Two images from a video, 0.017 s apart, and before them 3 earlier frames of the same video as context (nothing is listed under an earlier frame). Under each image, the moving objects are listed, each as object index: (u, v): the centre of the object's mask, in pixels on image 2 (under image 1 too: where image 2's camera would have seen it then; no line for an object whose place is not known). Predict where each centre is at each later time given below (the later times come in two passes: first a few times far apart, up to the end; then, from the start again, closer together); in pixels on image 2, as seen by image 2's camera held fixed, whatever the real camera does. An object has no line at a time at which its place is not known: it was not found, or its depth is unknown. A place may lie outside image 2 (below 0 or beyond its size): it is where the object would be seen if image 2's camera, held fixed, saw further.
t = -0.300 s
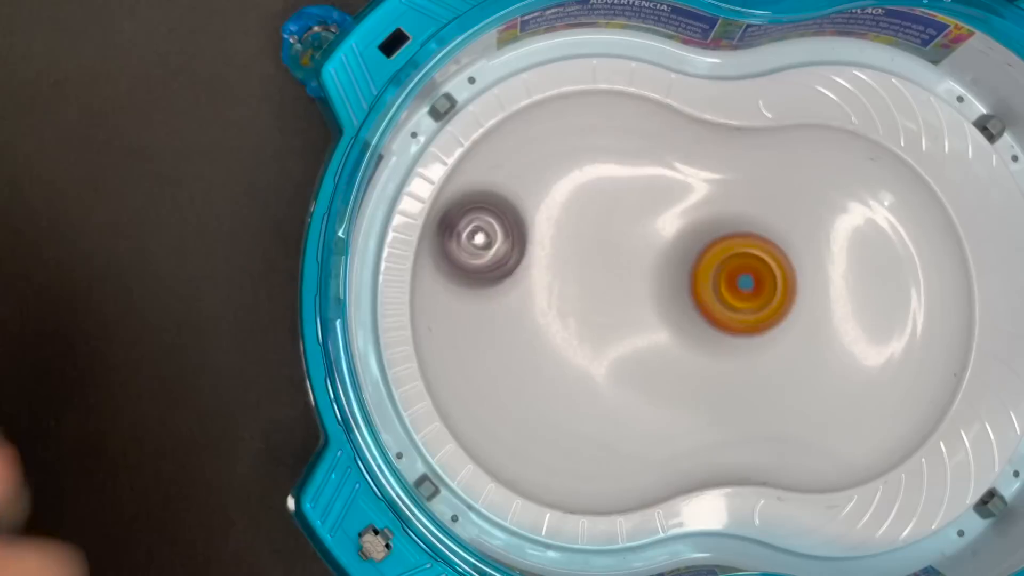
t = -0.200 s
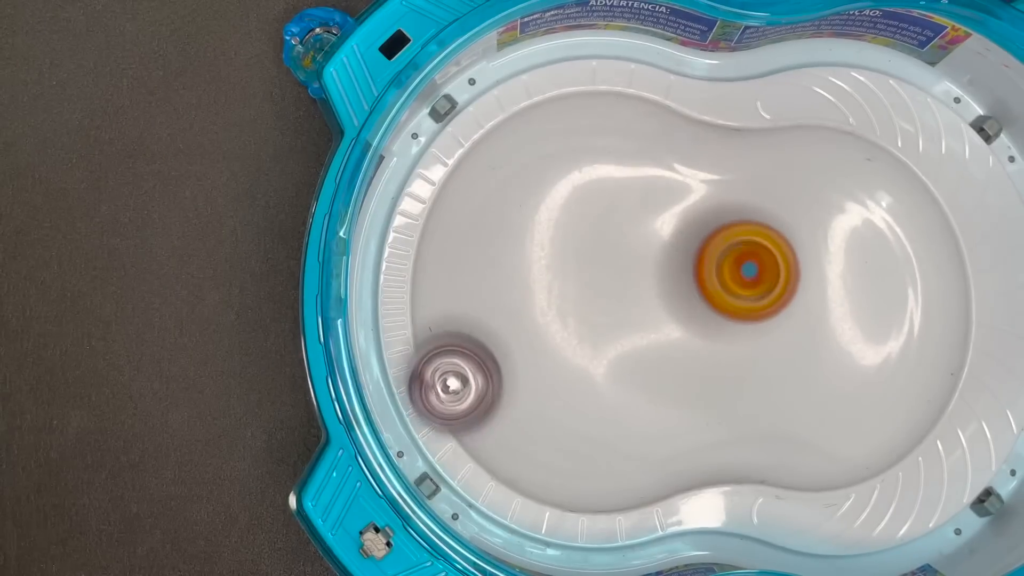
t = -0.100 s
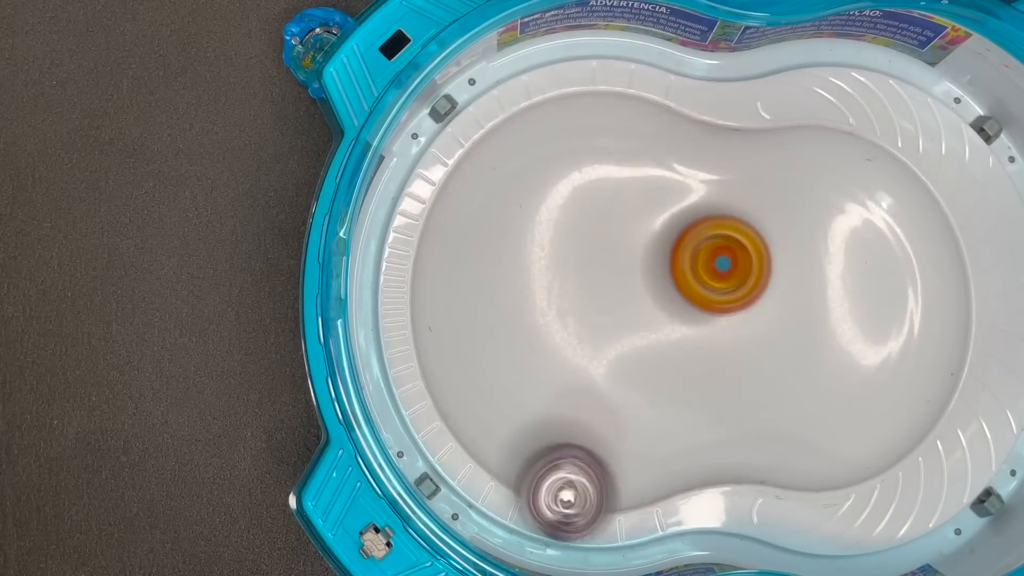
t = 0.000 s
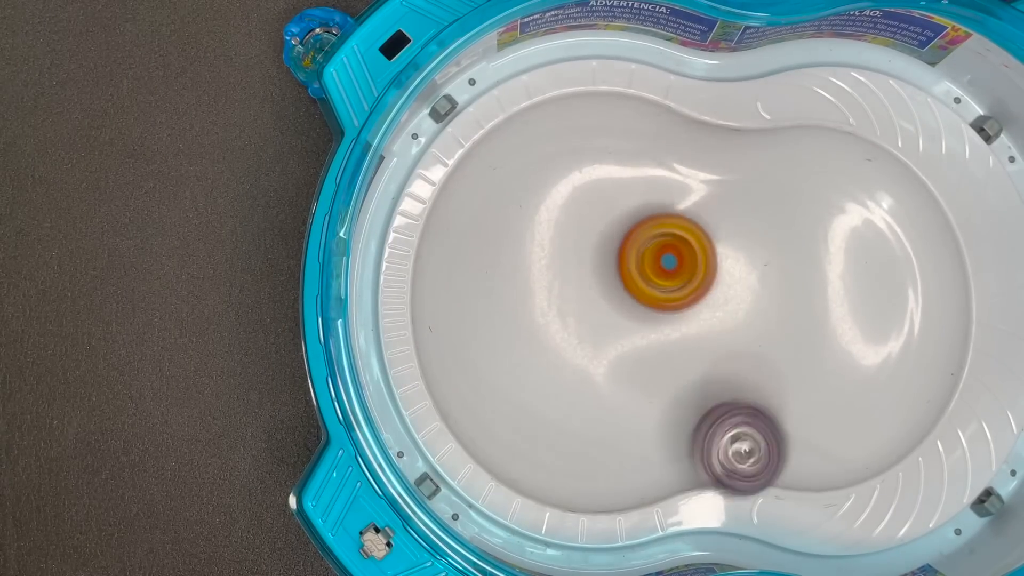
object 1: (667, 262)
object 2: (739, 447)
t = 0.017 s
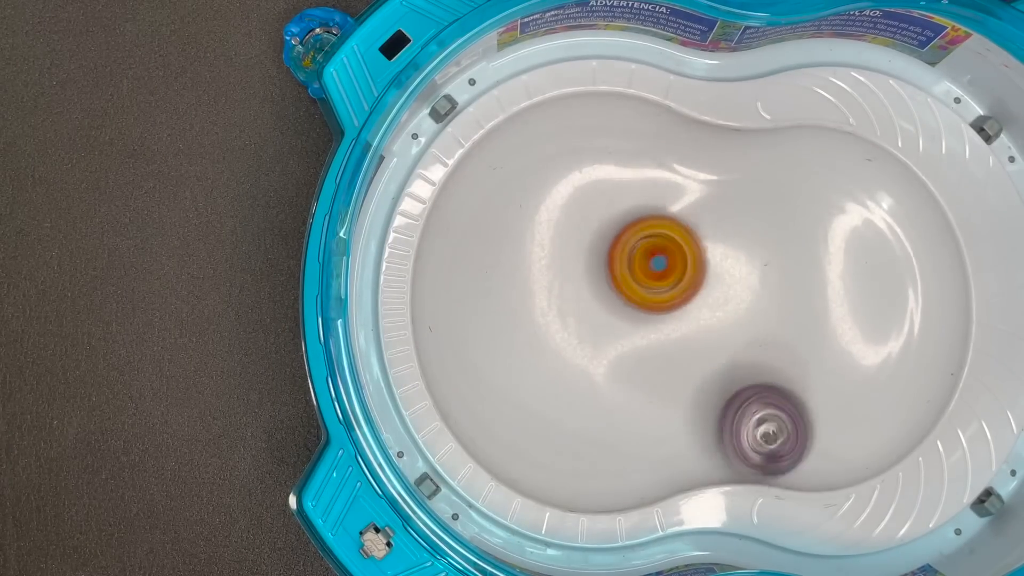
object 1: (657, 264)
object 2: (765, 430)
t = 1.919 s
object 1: (511, 445)
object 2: (465, 280)
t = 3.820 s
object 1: (888, 259)
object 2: (566, 271)
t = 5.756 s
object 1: (921, 316)
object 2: (638, 300)
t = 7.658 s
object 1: (783, 206)
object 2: (579, 344)
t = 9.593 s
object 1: (571, 226)
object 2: (638, 301)
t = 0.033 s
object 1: (645, 264)
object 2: (788, 413)
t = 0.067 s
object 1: (620, 266)
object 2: (840, 378)
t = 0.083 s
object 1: (608, 267)
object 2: (863, 361)
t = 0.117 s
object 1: (582, 267)
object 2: (907, 319)
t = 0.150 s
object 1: (560, 272)
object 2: (940, 270)
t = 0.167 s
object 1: (550, 278)
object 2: (946, 246)
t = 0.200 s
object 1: (537, 293)
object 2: (943, 196)
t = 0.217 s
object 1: (532, 300)
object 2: (935, 173)
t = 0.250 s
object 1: (526, 321)
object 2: (911, 134)
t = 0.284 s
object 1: (528, 346)
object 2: (890, 103)
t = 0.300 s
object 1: (534, 357)
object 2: (882, 88)
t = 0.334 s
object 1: (550, 380)
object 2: (871, 61)
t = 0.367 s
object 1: (571, 396)
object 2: (857, 60)
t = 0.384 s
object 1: (585, 400)
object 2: (851, 64)
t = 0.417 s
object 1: (614, 400)
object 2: (839, 70)
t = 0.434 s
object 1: (630, 398)
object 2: (834, 73)
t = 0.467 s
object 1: (659, 384)
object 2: (824, 79)
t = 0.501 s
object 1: (688, 362)
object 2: (813, 86)
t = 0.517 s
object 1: (704, 352)
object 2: (809, 89)
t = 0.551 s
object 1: (731, 328)
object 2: (801, 96)
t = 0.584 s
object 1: (748, 306)
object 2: (793, 104)
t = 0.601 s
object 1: (753, 297)
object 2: (789, 108)
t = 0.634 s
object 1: (754, 276)
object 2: (781, 118)
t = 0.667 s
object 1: (746, 256)
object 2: (768, 132)
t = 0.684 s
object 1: (742, 246)
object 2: (760, 141)
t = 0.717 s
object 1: (716, 255)
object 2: (750, 144)
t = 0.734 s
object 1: (696, 275)
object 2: (754, 137)
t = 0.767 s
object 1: (662, 310)
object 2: (759, 129)
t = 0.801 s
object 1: (636, 333)
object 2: (759, 122)
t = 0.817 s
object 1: (628, 342)
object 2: (758, 123)
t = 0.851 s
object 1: (615, 356)
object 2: (755, 135)
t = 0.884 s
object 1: (611, 363)
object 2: (748, 150)
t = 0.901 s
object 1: (608, 366)
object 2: (744, 162)
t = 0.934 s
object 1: (605, 364)
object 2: (732, 190)
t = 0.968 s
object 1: (604, 362)
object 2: (719, 225)
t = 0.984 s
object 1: (602, 361)
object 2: (709, 248)
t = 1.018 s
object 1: (604, 356)
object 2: (693, 290)
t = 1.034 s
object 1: (606, 355)
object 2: (689, 309)
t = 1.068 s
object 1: (582, 362)
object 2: (703, 342)
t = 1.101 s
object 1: (557, 370)
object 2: (727, 375)
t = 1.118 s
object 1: (547, 374)
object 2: (740, 388)
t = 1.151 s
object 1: (526, 383)
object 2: (768, 418)
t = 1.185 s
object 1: (509, 387)
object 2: (806, 446)
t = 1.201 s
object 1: (504, 388)
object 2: (825, 454)
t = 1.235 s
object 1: (497, 390)
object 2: (865, 453)
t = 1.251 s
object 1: (496, 388)
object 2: (882, 447)
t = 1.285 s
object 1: (499, 382)
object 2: (909, 424)
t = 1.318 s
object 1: (509, 374)
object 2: (928, 384)
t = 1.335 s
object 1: (516, 369)
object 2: (931, 361)
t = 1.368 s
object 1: (529, 358)
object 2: (934, 313)
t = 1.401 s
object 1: (546, 344)
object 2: (917, 266)
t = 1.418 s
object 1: (555, 338)
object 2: (908, 246)
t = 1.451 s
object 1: (573, 325)
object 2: (873, 210)
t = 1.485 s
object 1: (589, 312)
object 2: (833, 186)
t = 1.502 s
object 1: (595, 304)
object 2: (810, 178)
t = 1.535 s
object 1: (607, 287)
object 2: (764, 173)
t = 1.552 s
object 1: (614, 279)
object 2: (740, 172)
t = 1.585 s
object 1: (622, 262)
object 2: (688, 179)
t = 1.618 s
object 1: (615, 258)
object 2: (648, 172)
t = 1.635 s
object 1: (605, 261)
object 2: (633, 163)
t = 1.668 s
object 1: (582, 267)
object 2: (602, 152)
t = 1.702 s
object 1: (558, 270)
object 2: (563, 149)
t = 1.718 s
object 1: (546, 271)
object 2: (541, 154)
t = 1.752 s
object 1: (522, 273)
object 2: (507, 173)
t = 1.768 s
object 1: (511, 277)
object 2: (489, 188)
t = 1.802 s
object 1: (491, 301)
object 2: (468, 209)
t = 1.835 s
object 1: (476, 329)
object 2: (454, 234)
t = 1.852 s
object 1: (474, 345)
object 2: (452, 248)
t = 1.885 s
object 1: (484, 399)
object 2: (454, 262)
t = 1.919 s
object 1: (511, 445)
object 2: (465, 280)
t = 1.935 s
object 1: (533, 462)
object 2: (473, 289)
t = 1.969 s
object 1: (583, 484)
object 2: (495, 311)
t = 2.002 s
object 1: (637, 477)
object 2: (518, 324)
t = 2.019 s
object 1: (663, 464)
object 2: (533, 328)
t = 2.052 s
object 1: (712, 430)
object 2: (561, 330)
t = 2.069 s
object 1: (734, 408)
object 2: (577, 328)
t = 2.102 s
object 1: (775, 358)
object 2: (606, 322)
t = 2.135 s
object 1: (810, 304)
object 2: (634, 308)
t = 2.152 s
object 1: (827, 277)
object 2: (650, 299)
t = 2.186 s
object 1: (862, 220)
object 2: (677, 283)
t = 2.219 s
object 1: (882, 178)
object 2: (702, 267)
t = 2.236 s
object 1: (886, 165)
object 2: (715, 258)
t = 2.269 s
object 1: (888, 140)
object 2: (733, 245)
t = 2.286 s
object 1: (885, 128)
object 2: (741, 238)
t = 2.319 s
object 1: (875, 116)
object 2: (754, 231)
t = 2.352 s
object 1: (864, 119)
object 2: (764, 226)
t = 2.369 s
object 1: (855, 121)
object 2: (770, 225)
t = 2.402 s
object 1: (834, 131)
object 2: (779, 227)
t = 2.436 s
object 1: (813, 149)
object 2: (786, 233)
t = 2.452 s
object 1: (809, 150)
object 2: (787, 245)
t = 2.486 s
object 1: (808, 159)
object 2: (787, 277)
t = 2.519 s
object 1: (803, 170)
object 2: (793, 309)
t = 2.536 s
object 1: (801, 180)
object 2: (795, 324)
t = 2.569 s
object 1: (798, 202)
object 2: (806, 350)
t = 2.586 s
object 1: (796, 213)
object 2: (816, 364)
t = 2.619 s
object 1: (789, 237)
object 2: (835, 386)
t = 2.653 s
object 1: (783, 264)
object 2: (856, 405)
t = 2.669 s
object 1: (780, 276)
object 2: (871, 410)
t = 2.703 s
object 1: (771, 297)
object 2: (896, 417)
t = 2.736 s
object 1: (763, 319)
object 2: (917, 413)
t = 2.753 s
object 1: (760, 326)
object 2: (924, 406)
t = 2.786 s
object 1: (750, 337)
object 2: (929, 385)
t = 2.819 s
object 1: (743, 344)
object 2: (924, 358)
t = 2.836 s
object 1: (739, 344)
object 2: (919, 345)
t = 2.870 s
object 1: (731, 340)
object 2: (909, 318)
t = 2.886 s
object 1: (728, 337)
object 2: (904, 307)
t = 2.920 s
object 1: (724, 323)
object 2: (885, 288)
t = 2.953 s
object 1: (719, 306)
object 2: (863, 274)
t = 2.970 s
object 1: (719, 295)
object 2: (851, 270)
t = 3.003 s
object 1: (712, 271)
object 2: (827, 266)
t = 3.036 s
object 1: (704, 251)
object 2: (803, 266)
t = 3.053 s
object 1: (697, 238)
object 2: (791, 269)
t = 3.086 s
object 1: (671, 217)
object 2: (771, 277)
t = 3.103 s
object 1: (658, 208)
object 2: (761, 279)
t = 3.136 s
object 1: (625, 185)
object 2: (738, 283)
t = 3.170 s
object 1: (592, 170)
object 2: (715, 286)
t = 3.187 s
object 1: (574, 162)
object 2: (703, 287)
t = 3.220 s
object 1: (536, 161)
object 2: (681, 288)
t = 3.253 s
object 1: (503, 168)
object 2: (660, 289)
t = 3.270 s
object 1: (488, 178)
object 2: (650, 290)
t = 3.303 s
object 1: (469, 204)
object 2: (629, 290)
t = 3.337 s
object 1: (457, 240)
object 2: (607, 288)
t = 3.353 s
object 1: (457, 257)
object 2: (596, 286)
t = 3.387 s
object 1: (463, 301)
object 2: (576, 286)
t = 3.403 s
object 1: (475, 326)
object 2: (566, 289)
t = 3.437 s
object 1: (487, 374)
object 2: (560, 286)
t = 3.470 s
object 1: (510, 416)
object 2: (560, 284)
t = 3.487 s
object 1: (526, 435)
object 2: (561, 284)
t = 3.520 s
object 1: (569, 460)
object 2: (558, 282)
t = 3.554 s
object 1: (617, 469)
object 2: (555, 280)
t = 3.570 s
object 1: (643, 465)
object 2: (552, 279)
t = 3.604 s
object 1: (690, 447)
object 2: (550, 278)
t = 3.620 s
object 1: (714, 436)
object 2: (551, 278)
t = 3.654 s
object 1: (756, 409)
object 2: (551, 278)
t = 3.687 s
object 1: (796, 381)
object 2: (552, 277)
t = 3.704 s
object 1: (811, 368)
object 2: (551, 276)
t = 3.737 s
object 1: (844, 340)
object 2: (554, 275)
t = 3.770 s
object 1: (865, 311)
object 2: (558, 273)
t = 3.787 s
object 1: (876, 293)
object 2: (561, 273)
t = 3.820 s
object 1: (888, 259)
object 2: (566, 271)
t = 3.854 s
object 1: (893, 219)
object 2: (572, 269)
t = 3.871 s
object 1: (892, 203)
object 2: (574, 269)
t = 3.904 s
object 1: (881, 170)
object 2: (580, 267)
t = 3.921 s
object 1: (871, 161)
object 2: (585, 265)
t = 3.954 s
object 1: (840, 149)
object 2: (592, 263)
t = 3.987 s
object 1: (806, 153)
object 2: (600, 260)
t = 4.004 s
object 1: (785, 164)
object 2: (602, 259)
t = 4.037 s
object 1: (745, 183)
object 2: (609, 255)
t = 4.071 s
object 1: (708, 204)
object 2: (615, 251)
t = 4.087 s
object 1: (699, 209)
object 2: (607, 249)
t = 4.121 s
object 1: (689, 216)
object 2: (592, 252)
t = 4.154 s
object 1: (679, 224)
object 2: (582, 257)
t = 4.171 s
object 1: (676, 227)
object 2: (577, 263)
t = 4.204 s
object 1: (669, 237)
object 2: (570, 273)
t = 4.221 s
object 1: (665, 241)
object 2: (566, 276)
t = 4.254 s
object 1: (662, 252)
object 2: (561, 287)
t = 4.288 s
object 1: (659, 265)
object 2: (558, 298)
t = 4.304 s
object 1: (659, 271)
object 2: (558, 305)
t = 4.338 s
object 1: (661, 285)
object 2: (556, 315)
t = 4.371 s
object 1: (666, 300)
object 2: (557, 324)
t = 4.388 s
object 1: (670, 307)
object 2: (556, 328)
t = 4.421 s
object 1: (678, 323)
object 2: (559, 336)
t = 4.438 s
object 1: (682, 329)
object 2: (562, 340)
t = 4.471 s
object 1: (694, 342)
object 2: (567, 346)
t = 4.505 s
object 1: (708, 354)
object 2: (572, 350)
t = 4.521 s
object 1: (715, 358)
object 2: (574, 353)
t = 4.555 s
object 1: (733, 367)
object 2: (581, 355)
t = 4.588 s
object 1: (752, 373)
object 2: (588, 355)
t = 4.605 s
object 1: (760, 374)
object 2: (592, 353)
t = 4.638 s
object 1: (779, 379)
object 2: (599, 350)
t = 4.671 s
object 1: (798, 383)
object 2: (606, 346)
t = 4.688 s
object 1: (806, 385)
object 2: (610, 344)
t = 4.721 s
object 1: (825, 387)
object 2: (617, 336)
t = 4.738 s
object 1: (833, 385)
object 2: (619, 331)
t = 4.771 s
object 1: (848, 378)
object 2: (624, 323)
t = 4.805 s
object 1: (860, 367)
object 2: (628, 314)
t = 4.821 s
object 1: (863, 361)
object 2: (631, 310)
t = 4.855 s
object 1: (868, 343)
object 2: (635, 301)
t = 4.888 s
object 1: (870, 325)
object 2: (637, 291)
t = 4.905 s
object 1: (868, 317)
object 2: (636, 288)
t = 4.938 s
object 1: (862, 298)
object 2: (638, 278)
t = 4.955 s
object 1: (859, 290)
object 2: (639, 273)
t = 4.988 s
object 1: (848, 274)
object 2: (638, 264)
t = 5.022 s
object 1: (835, 260)
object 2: (636, 255)
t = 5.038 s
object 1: (829, 254)
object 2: (635, 252)
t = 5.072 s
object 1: (813, 246)
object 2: (631, 243)
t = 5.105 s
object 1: (795, 239)
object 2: (625, 233)
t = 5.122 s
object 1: (787, 236)
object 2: (620, 228)
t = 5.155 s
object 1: (767, 232)
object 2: (614, 219)
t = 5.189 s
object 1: (745, 229)
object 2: (608, 212)
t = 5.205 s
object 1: (733, 226)
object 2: (606, 209)
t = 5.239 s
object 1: (708, 227)
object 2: (598, 208)
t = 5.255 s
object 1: (693, 228)
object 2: (594, 210)
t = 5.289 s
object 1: (683, 246)
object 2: (573, 195)
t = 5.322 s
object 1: (694, 278)
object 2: (535, 173)
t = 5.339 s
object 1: (701, 293)
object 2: (519, 167)
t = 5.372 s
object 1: (713, 321)
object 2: (494, 168)
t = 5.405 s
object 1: (730, 346)
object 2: (476, 179)
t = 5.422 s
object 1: (742, 354)
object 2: (473, 190)
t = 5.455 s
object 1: (764, 373)
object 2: (471, 214)
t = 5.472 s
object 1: (777, 384)
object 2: (474, 230)
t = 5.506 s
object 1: (803, 400)
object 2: (486, 257)
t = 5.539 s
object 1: (831, 412)
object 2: (501, 281)
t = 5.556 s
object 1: (842, 418)
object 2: (509, 293)
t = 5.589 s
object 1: (872, 424)
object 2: (529, 306)
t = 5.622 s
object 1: (902, 421)
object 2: (548, 313)
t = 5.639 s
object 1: (912, 412)
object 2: (561, 317)
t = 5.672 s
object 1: (927, 392)
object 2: (582, 315)
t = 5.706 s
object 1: (932, 364)
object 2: (603, 311)
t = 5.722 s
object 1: (930, 345)
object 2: (615, 309)
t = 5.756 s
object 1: (921, 316)
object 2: (638, 300)
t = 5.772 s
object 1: (916, 303)
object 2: (648, 299)
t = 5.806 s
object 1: (893, 281)
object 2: (670, 294)
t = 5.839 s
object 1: (866, 266)
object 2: (688, 289)
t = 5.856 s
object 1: (854, 261)
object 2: (700, 288)
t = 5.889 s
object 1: (825, 255)
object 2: (719, 284)
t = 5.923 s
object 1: (820, 255)
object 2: (713, 281)
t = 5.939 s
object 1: (834, 258)
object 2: (700, 275)
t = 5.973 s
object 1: (851, 262)
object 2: (666, 271)
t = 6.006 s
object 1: (865, 266)
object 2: (633, 268)
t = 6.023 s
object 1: (870, 264)
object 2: (623, 268)
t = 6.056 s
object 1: (881, 264)
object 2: (594, 264)
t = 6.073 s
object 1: (883, 263)
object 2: (584, 263)
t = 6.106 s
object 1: (888, 261)
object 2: (566, 260)
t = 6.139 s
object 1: (890, 257)
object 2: (550, 260)
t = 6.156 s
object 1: (890, 258)
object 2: (542, 259)
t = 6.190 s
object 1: (884, 256)
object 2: (529, 259)
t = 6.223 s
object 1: (880, 257)
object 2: (516, 259)
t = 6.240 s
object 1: (875, 259)
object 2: (512, 260)
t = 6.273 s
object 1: (866, 263)
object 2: (503, 262)
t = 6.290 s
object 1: (859, 265)
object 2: (500, 264)
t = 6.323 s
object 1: (849, 271)
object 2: (497, 268)
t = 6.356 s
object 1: (833, 281)
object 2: (498, 271)
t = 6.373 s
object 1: (826, 283)
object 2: (498, 275)
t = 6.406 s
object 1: (813, 294)
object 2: (500, 278)
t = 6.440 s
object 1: (799, 302)
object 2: (506, 282)
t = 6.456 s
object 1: (791, 307)
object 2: (510, 283)
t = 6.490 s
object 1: (776, 313)
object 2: (521, 287)
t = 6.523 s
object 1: (762, 319)
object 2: (533, 288)
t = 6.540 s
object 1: (754, 321)
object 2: (542, 290)
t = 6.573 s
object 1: (740, 323)
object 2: (556, 291)
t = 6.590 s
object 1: (732, 324)
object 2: (564, 292)
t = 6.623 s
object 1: (718, 323)
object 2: (582, 292)
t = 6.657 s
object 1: (703, 321)
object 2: (601, 293)
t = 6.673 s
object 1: (698, 320)
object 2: (605, 290)
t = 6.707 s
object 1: (703, 339)
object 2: (607, 275)
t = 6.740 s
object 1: (717, 351)
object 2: (603, 250)
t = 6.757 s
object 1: (728, 363)
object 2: (599, 242)
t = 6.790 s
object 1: (738, 372)
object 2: (598, 226)
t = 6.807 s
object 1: (753, 374)
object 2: (595, 222)
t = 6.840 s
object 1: (770, 382)
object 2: (596, 214)
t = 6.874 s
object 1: (788, 381)
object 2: (599, 214)
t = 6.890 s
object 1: (796, 383)
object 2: (599, 214)
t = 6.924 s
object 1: (806, 386)
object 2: (598, 217)
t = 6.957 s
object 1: (815, 386)
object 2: (597, 216)
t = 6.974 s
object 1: (820, 385)
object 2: (599, 217)
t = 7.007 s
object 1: (830, 382)
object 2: (599, 222)
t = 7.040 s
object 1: (839, 379)
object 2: (598, 225)
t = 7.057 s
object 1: (843, 375)
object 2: (598, 229)
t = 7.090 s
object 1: (851, 366)
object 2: (597, 234)
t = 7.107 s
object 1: (854, 361)
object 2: (598, 237)
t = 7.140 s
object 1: (860, 352)
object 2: (597, 246)
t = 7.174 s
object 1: (865, 339)
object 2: (596, 253)
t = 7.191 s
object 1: (867, 332)
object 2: (596, 258)
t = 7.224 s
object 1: (869, 319)
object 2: (594, 268)
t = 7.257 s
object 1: (870, 304)
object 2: (593, 276)
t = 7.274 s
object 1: (869, 296)
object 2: (592, 282)
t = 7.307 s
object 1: (868, 282)
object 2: (590, 292)
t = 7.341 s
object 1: (865, 266)
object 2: (588, 301)
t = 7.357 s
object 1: (862, 260)
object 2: (586, 306)
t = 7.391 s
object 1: (857, 245)
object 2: (585, 314)
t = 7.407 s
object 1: (853, 238)
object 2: (584, 318)
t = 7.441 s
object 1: (846, 228)
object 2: (581, 325)
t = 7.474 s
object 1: (837, 217)
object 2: (581, 331)
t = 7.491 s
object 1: (832, 213)
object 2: (580, 334)
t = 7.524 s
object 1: (825, 206)
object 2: (578, 338)
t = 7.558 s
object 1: (814, 204)
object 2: (579, 342)
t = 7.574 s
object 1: (808, 204)
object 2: (577, 343)
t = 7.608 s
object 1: (797, 201)
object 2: (578, 343)
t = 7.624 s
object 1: (793, 202)
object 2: (580, 344)
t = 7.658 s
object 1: (783, 206)
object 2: (579, 344)
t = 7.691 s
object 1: (772, 210)
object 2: (581, 343)
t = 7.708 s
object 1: (766, 212)
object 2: (582, 343)
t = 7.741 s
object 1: (755, 219)
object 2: (584, 339)
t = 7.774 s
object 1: (745, 225)
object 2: (588, 336)
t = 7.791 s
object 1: (739, 230)
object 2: (588, 333)
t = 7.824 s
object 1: (728, 240)
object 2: (594, 326)
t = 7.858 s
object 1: (715, 248)
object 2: (598, 321)
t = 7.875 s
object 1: (710, 253)
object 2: (600, 316)
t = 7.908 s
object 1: (700, 264)
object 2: (607, 307)
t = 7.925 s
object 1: (695, 269)
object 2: (607, 304)
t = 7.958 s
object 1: (703, 284)
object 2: (592, 286)
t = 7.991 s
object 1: (711, 301)
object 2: (582, 279)
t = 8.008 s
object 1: (712, 311)
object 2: (576, 274)
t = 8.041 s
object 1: (711, 330)
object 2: (568, 261)
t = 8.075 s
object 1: (705, 349)
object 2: (563, 252)
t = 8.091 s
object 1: (701, 357)
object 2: (562, 249)
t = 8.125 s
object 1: (681, 371)
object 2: (559, 241)
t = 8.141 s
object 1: (662, 377)
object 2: (558, 238)
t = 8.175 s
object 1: (623, 377)
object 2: (557, 229)
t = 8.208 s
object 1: (588, 369)
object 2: (560, 223)
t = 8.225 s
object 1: (571, 363)
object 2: (562, 220)
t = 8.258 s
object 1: (540, 351)
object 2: (565, 219)
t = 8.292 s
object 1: (513, 336)
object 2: (569, 216)
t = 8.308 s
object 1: (502, 328)
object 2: (572, 215)
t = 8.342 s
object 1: (486, 309)
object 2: (579, 216)
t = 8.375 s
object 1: (480, 290)
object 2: (587, 218)
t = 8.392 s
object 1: (481, 281)
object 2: (590, 221)
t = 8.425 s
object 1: (487, 267)
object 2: (597, 227)
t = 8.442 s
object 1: (492, 261)
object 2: (599, 230)
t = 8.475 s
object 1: (504, 252)
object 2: (605, 235)
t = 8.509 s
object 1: (517, 247)
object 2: (611, 242)
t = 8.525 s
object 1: (523, 245)
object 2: (613, 247)
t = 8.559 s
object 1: (534, 243)
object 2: (615, 257)
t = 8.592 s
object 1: (543, 243)
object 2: (617, 269)
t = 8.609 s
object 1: (547, 243)
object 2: (617, 276)
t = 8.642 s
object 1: (553, 244)
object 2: (617, 287)
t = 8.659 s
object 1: (555, 244)
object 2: (617, 293)
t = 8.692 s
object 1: (558, 246)
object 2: (617, 306)
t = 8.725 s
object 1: (560, 246)
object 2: (613, 319)
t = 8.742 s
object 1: (560, 247)
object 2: (610, 324)
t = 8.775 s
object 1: (560, 247)
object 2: (606, 331)
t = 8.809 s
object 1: (560, 247)
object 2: (603, 339)
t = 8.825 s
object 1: (560, 247)
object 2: (600, 342)
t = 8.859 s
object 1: (560, 247)
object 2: (594, 347)
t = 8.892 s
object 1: (560, 247)
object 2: (588, 350)
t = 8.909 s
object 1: (560, 247)
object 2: (585, 350)
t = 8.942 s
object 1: (560, 247)
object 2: (580, 350)
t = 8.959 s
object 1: (560, 247)
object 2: (579, 350)
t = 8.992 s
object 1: (560, 247)
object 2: (574, 350)
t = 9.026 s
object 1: (560, 247)
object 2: (569, 346)
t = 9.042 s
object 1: (560, 247)
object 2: (568, 342)
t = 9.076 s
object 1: (560, 246)
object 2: (569, 337)
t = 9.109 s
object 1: (560, 245)
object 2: (568, 331)
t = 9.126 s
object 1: (559, 244)
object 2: (568, 327)
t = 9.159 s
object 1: (559, 242)
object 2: (571, 318)
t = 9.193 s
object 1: (559, 238)
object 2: (571, 312)
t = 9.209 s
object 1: (562, 234)
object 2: (572, 310)
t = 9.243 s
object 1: (565, 228)
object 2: (574, 305)
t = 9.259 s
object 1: (566, 227)
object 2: (577, 303)
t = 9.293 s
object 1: (566, 226)
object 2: (583, 301)
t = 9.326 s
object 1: (566, 227)
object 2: (588, 301)
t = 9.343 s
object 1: (568, 226)
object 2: (591, 301)
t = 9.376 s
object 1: (570, 224)
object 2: (597, 302)
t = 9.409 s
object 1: (570, 223)
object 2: (602, 299)
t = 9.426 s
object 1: (570, 223)
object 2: (606, 298)
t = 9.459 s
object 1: (570, 225)
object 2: (616, 297)
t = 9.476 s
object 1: (571, 225)
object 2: (620, 299)
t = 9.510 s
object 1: (571, 226)
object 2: (623, 301)
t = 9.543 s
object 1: (571, 226)
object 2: (627, 301)
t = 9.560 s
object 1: (571, 226)
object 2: (630, 300)
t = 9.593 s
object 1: (571, 226)
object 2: (638, 301)
